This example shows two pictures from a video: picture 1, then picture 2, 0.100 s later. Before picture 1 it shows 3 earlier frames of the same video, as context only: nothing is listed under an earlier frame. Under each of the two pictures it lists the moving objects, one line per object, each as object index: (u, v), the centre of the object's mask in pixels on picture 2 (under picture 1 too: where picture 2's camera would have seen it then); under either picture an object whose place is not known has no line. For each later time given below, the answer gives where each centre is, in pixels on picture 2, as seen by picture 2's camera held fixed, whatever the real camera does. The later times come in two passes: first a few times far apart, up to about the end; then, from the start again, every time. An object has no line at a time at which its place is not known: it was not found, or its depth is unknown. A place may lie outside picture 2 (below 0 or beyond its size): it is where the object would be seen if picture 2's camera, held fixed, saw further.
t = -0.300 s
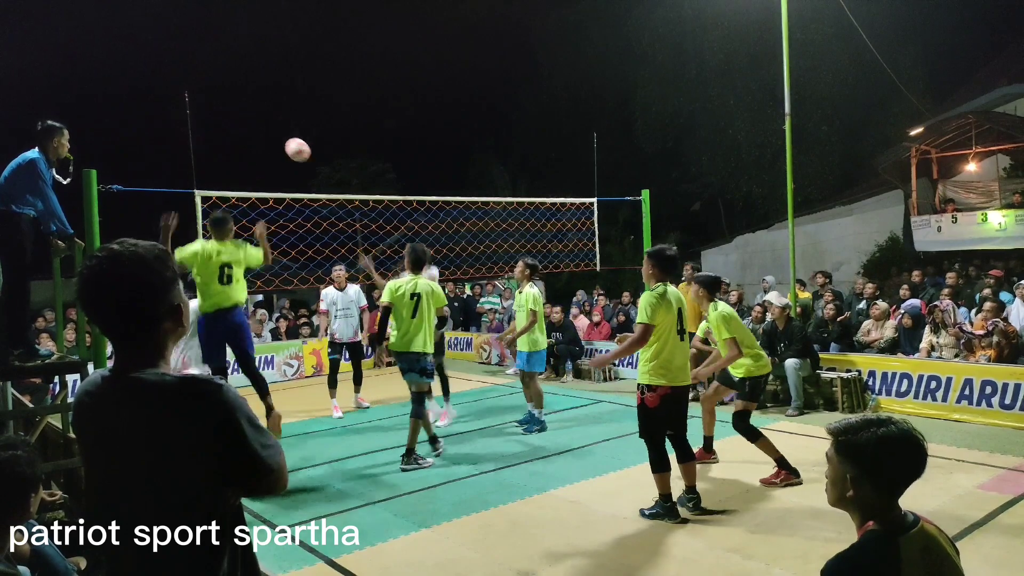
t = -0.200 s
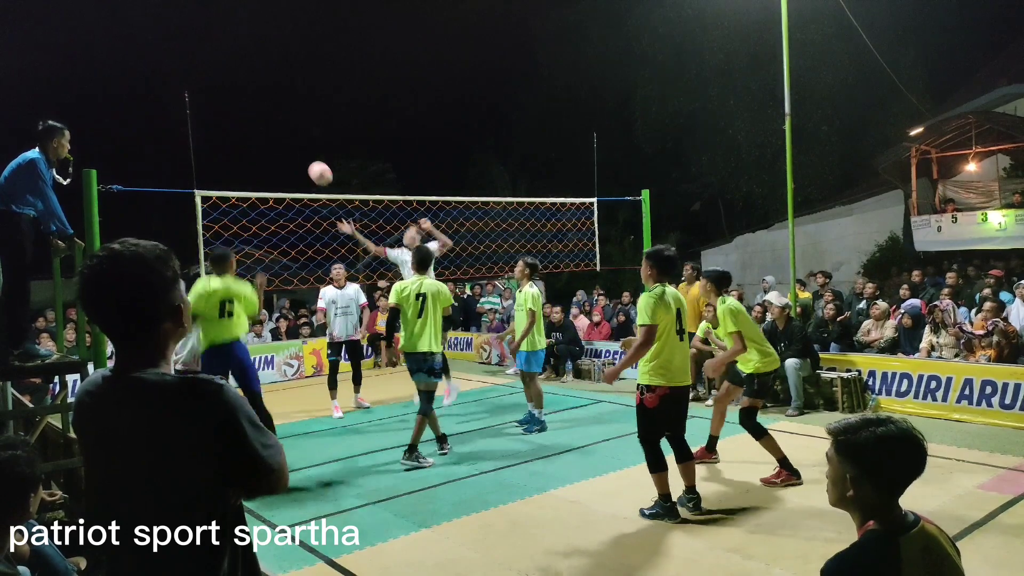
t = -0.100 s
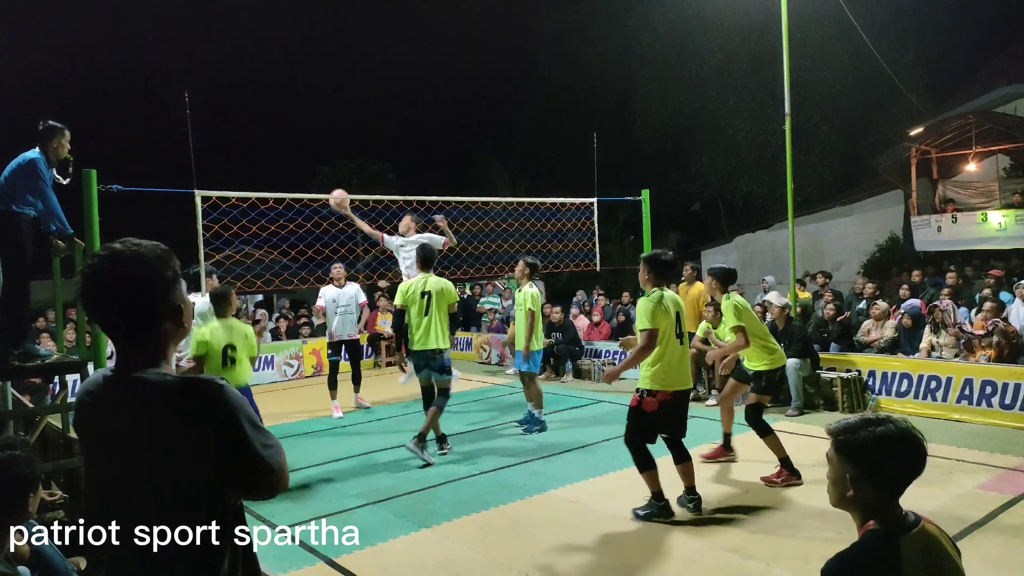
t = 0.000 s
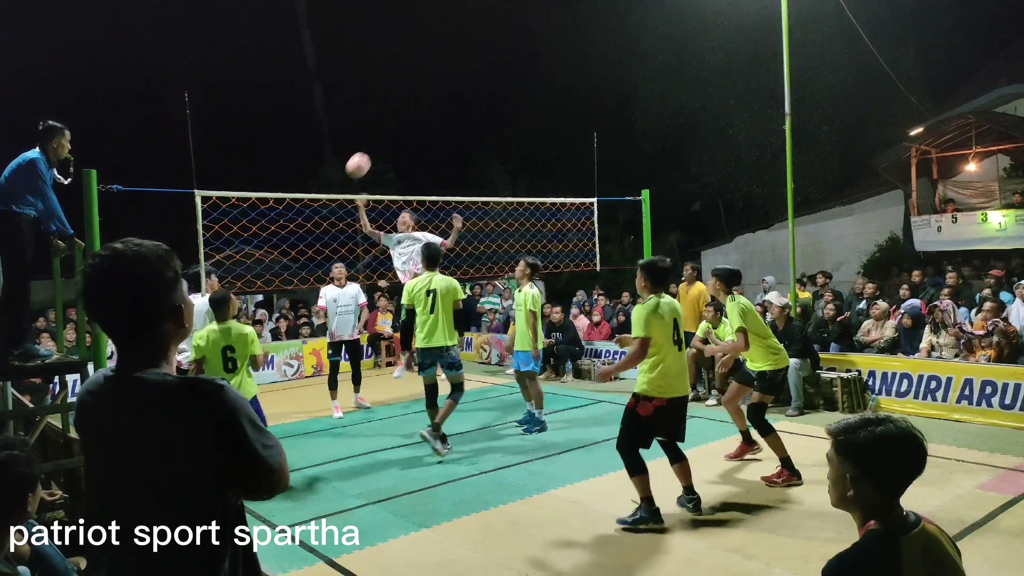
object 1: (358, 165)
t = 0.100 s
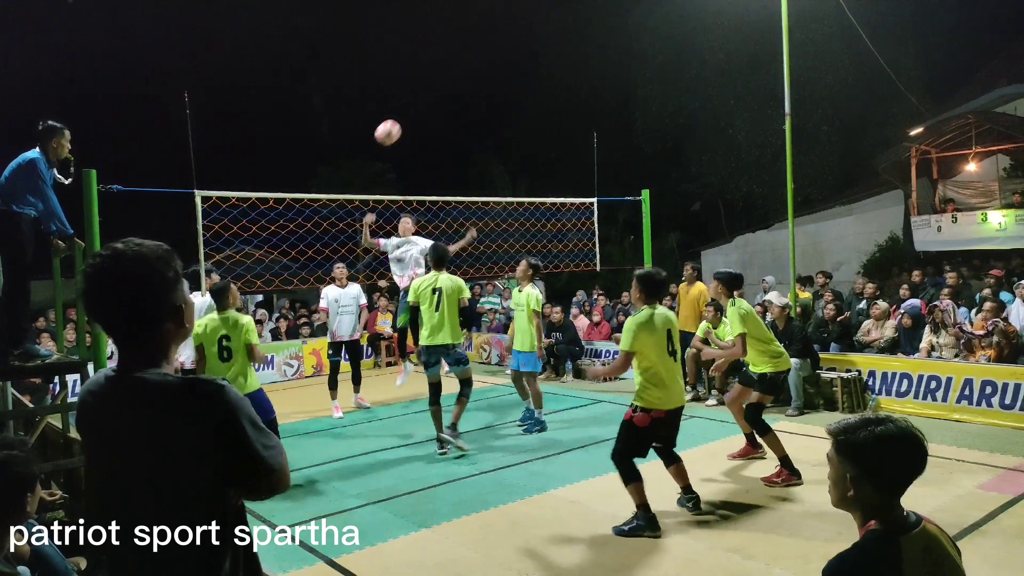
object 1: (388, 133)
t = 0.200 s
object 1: (421, 108)
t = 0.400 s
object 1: (495, 86)
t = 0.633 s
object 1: (600, 120)
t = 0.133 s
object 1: (398, 124)
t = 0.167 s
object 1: (409, 115)
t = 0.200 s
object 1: (421, 108)
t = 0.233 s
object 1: (433, 102)
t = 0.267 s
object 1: (445, 96)
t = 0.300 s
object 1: (457, 92)
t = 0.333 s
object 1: (469, 89)
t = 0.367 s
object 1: (482, 87)
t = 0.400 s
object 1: (495, 86)
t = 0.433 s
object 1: (509, 87)
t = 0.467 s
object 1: (522, 89)
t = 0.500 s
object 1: (537, 92)
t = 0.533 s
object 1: (552, 97)
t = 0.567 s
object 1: (567, 103)
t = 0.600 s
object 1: (584, 111)
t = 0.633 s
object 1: (600, 120)
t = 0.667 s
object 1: (617, 131)
